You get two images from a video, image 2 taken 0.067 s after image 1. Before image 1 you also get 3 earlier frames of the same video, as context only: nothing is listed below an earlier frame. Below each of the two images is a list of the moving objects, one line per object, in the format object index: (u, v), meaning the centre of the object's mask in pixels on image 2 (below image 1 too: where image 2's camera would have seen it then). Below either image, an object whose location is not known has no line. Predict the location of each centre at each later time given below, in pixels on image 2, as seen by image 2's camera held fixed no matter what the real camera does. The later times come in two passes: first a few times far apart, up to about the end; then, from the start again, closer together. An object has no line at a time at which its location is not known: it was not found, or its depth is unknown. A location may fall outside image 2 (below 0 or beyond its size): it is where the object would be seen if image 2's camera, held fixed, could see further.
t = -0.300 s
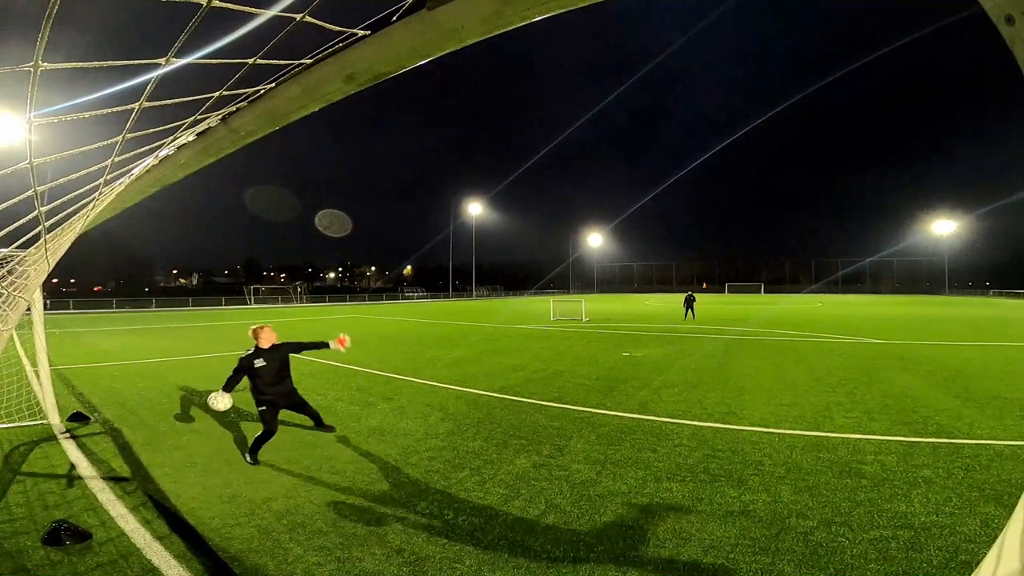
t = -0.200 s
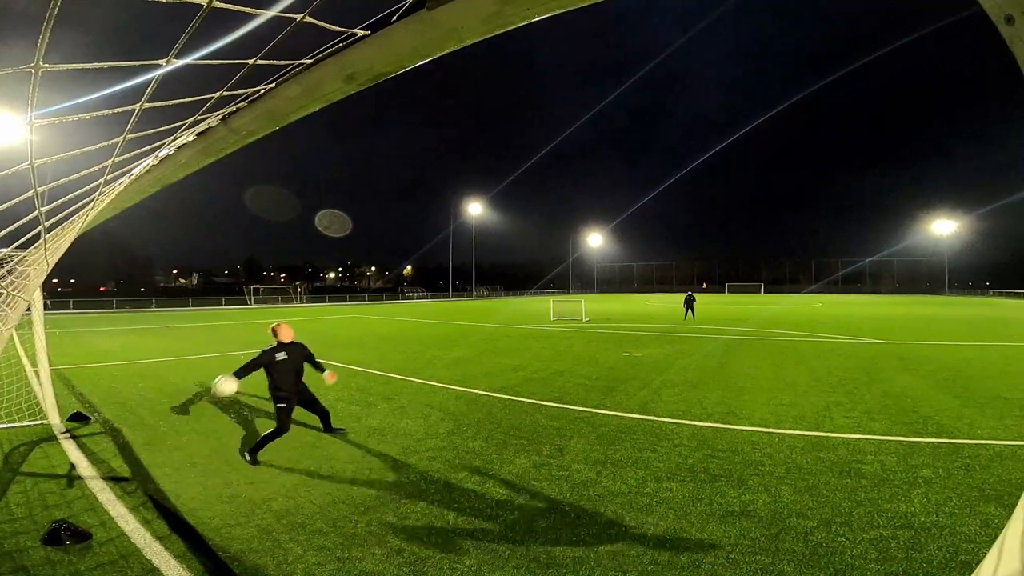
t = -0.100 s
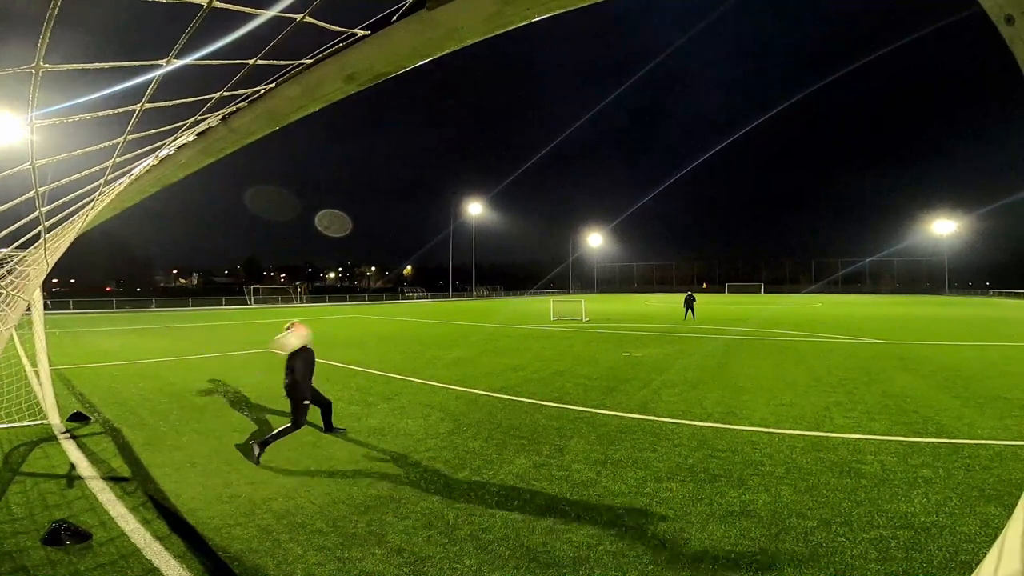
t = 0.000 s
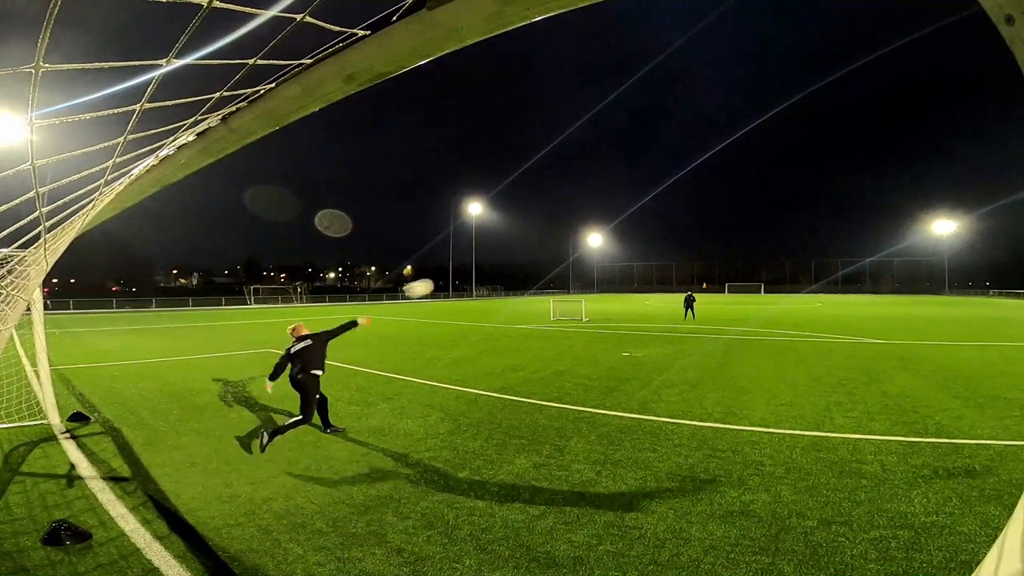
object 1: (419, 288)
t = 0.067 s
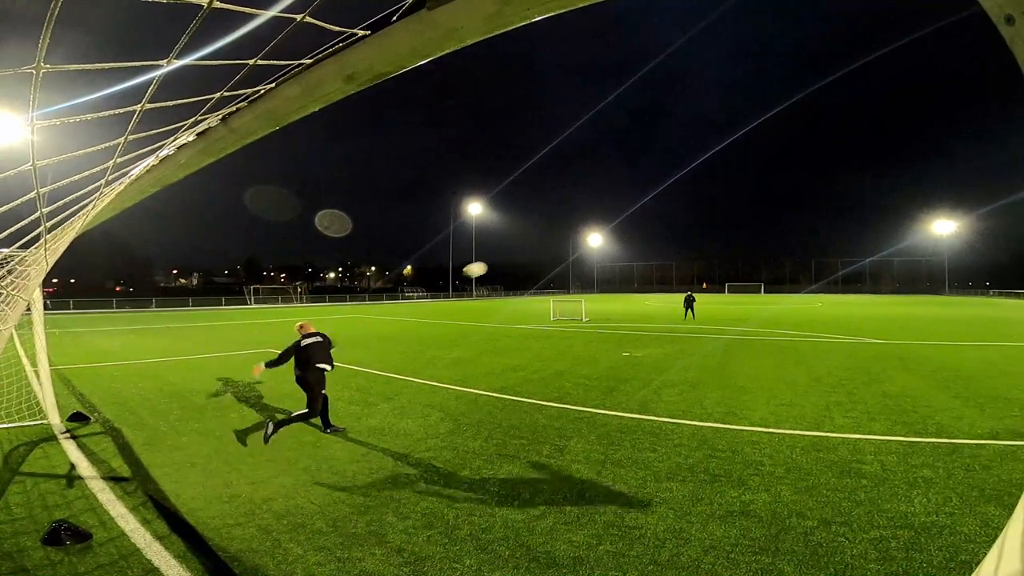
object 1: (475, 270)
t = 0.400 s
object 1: (607, 244)
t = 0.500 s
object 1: (628, 246)
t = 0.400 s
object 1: (607, 244)
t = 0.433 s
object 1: (616, 245)
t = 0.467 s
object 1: (622, 245)
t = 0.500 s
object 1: (628, 246)
